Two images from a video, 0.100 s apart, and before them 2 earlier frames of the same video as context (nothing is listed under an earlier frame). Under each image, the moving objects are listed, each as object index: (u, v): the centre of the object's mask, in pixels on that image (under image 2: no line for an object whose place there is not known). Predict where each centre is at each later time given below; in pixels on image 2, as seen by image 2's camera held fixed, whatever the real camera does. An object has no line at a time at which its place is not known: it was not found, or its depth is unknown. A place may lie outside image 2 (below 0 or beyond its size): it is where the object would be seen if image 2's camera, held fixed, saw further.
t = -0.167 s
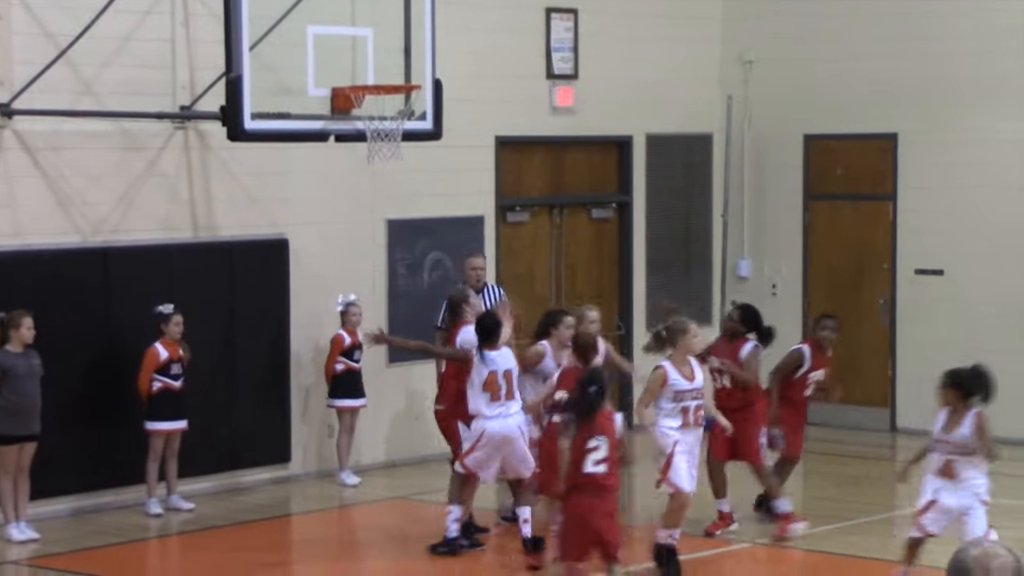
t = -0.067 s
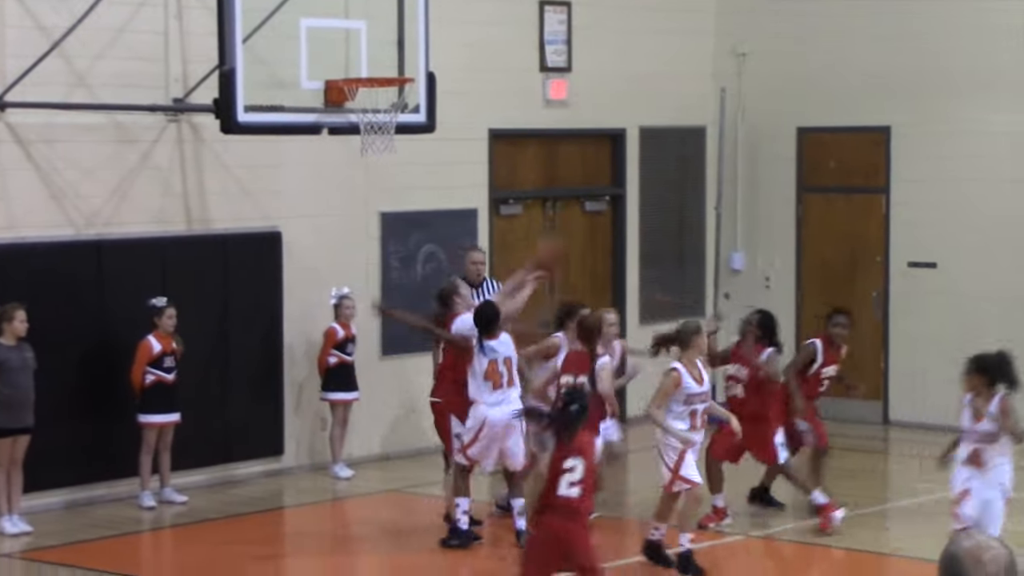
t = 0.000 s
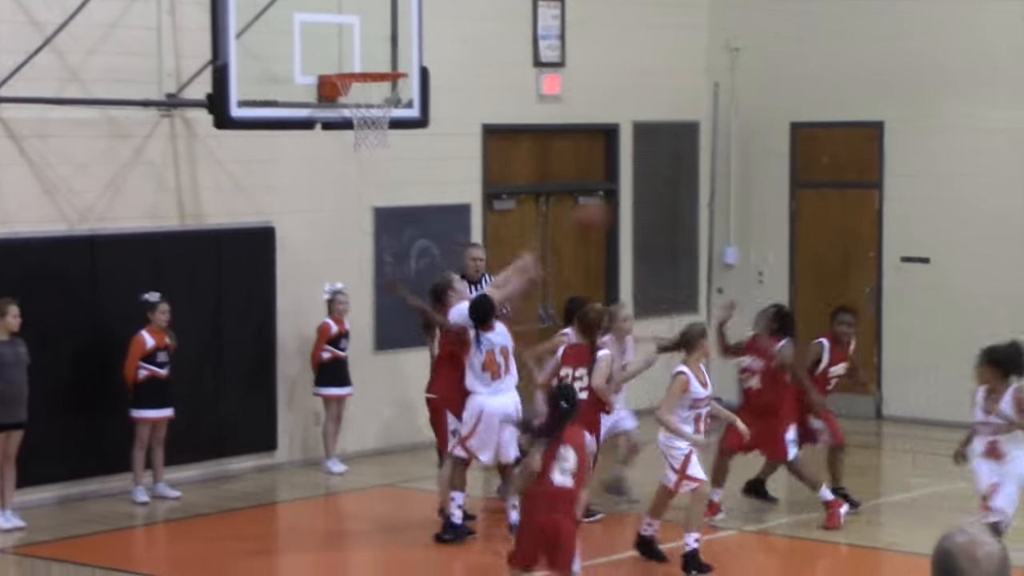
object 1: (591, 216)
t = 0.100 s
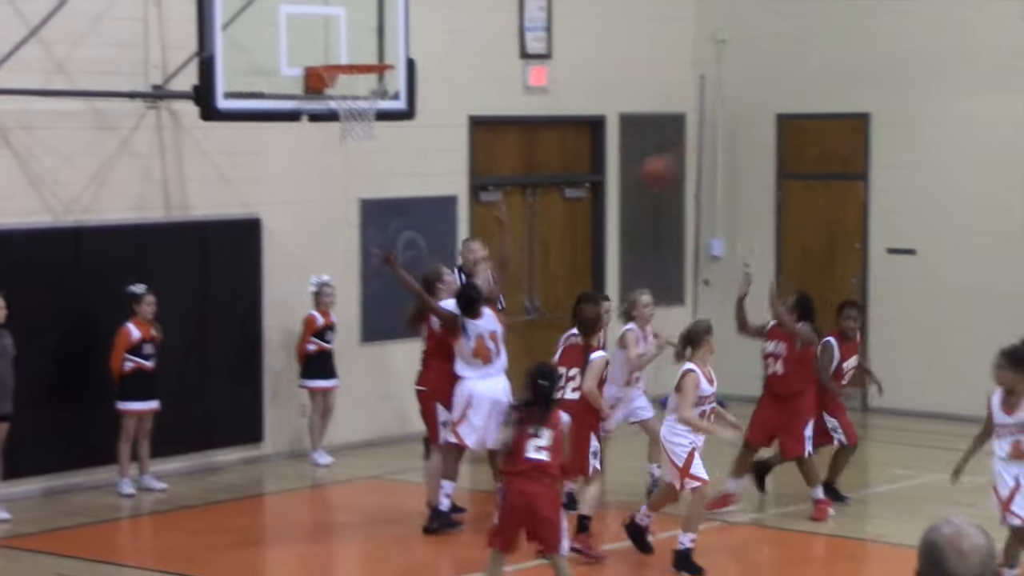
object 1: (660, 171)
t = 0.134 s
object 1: (680, 163)
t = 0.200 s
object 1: (735, 148)
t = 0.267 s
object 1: (788, 135)
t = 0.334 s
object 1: (842, 132)
